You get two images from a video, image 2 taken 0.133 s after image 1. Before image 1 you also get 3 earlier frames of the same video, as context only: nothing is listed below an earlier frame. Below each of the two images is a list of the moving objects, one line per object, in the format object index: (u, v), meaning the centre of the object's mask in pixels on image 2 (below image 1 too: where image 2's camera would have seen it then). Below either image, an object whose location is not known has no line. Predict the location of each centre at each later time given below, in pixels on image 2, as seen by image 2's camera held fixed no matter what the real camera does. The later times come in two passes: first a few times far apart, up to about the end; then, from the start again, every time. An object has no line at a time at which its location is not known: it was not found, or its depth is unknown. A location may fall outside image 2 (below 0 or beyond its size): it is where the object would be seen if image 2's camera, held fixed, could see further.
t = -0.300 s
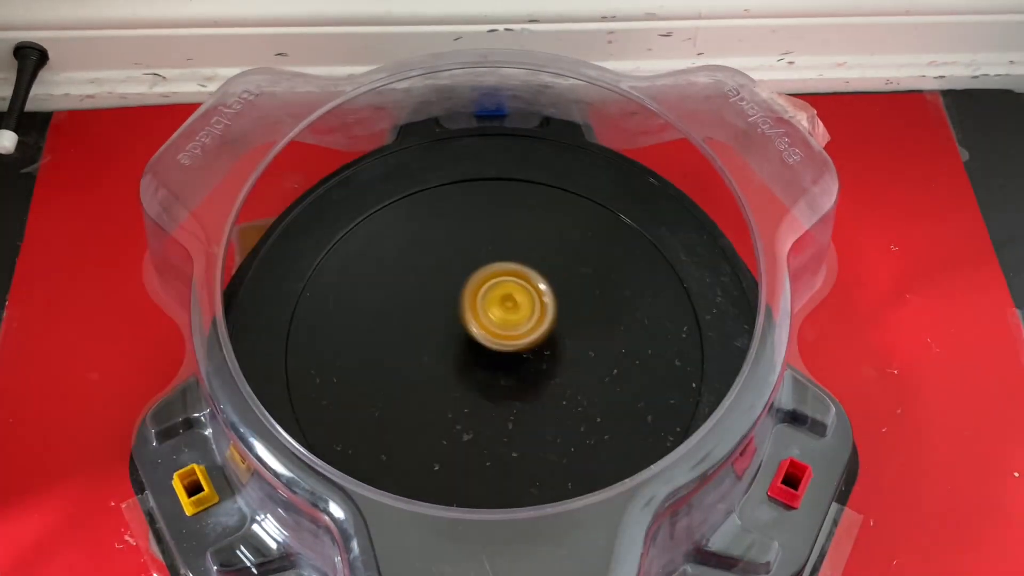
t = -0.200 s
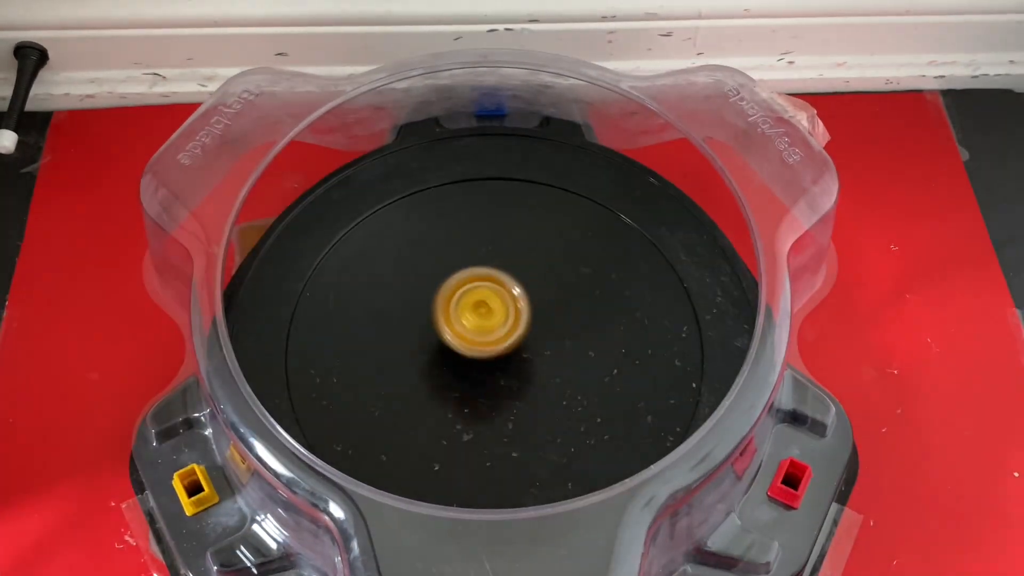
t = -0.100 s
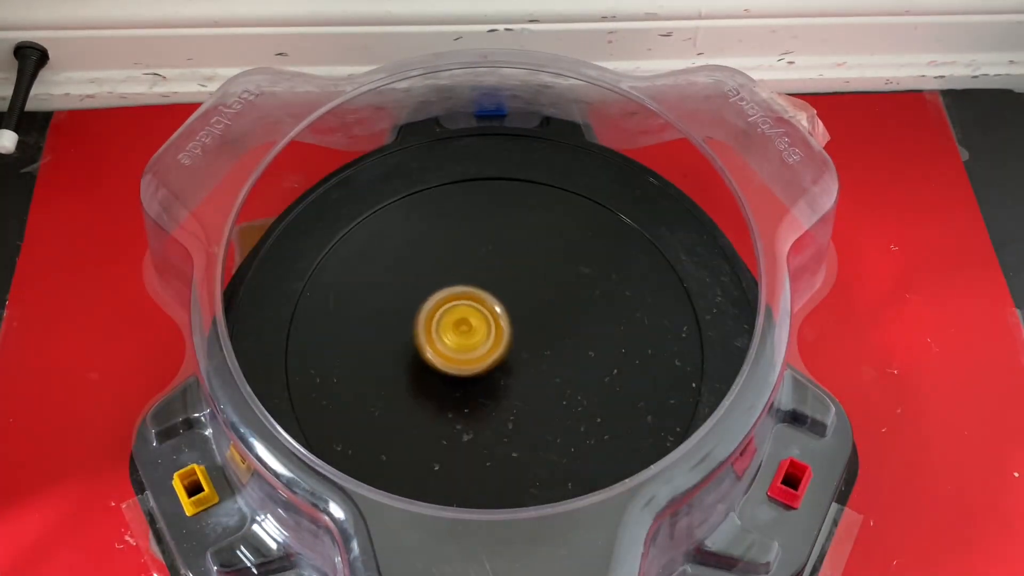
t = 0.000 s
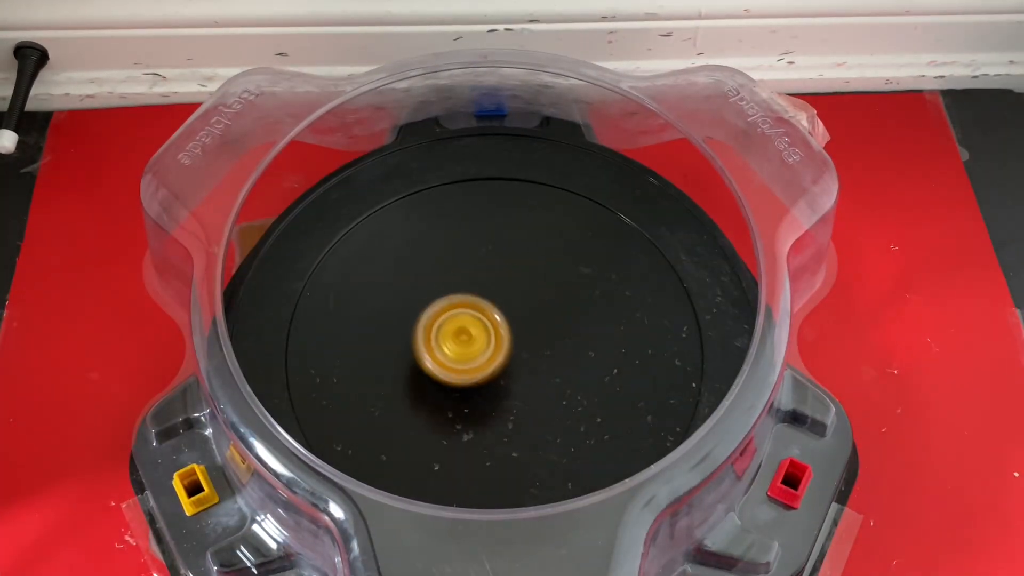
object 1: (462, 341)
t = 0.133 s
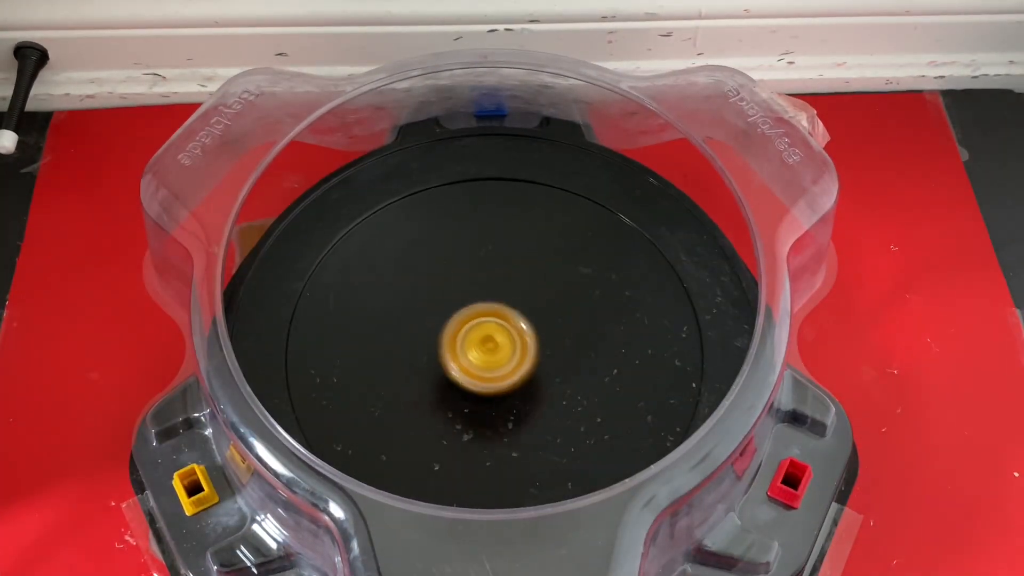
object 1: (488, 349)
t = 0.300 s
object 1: (534, 340)
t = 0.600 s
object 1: (529, 297)
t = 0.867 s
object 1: (451, 319)
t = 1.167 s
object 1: (505, 397)
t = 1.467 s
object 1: (602, 340)
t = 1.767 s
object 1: (491, 267)
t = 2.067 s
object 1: (407, 378)
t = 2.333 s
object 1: (550, 446)
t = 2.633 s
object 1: (622, 280)
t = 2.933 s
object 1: (405, 242)
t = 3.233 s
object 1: (381, 453)
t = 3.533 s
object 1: (703, 337)
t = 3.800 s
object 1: (579, 214)
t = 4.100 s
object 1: (350, 440)
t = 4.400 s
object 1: (536, 509)
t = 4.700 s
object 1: (614, 214)
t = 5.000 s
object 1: (329, 258)
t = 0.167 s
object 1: (498, 349)
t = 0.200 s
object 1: (508, 347)
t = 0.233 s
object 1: (516, 343)
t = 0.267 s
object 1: (525, 343)
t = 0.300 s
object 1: (534, 340)
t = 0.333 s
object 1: (541, 337)
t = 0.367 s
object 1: (547, 328)
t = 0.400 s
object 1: (551, 327)
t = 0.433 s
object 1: (551, 316)
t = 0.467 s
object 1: (550, 314)
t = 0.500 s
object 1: (547, 308)
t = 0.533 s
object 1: (543, 301)
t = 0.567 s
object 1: (538, 302)
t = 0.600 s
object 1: (529, 297)
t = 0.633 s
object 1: (519, 294)
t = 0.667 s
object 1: (509, 298)
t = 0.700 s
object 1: (498, 295)
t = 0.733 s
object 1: (488, 299)
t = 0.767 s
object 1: (476, 302)
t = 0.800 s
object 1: (465, 306)
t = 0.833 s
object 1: (457, 312)
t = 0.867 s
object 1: (451, 319)
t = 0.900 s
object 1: (447, 327)
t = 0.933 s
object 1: (444, 337)
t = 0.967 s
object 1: (446, 348)
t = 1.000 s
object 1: (451, 356)
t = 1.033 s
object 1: (456, 368)
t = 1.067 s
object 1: (465, 379)
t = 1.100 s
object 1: (478, 387)
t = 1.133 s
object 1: (492, 393)
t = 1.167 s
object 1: (505, 397)
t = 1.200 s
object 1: (521, 398)
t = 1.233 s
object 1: (538, 395)
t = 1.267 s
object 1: (552, 397)
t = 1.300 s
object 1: (567, 393)
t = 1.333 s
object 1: (580, 382)
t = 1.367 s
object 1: (588, 375)
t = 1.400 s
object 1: (595, 364)
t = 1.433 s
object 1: (601, 354)
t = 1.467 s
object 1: (602, 340)
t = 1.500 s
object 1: (601, 327)
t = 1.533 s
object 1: (597, 312)
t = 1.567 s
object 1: (588, 300)
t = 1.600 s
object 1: (578, 287)
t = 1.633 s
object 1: (562, 278)
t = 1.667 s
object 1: (546, 272)
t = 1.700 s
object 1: (529, 266)
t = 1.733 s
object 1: (509, 265)
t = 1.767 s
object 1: (491, 267)
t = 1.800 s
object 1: (474, 267)
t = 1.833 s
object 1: (458, 277)
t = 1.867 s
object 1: (445, 280)
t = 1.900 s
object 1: (431, 293)
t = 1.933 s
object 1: (421, 308)
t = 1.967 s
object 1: (412, 323)
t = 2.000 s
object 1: (406, 342)
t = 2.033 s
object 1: (404, 358)
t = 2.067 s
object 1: (407, 378)
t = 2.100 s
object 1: (414, 395)
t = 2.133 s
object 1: (423, 412)
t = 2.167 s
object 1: (440, 423)
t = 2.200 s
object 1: (456, 437)
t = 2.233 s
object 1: (480, 444)
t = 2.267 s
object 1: (500, 451)
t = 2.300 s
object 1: (528, 447)
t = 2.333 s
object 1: (550, 446)
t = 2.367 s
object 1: (575, 435)
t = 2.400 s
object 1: (594, 426)
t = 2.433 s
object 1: (613, 404)
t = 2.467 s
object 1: (625, 387)
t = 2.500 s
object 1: (635, 366)
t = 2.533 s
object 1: (637, 341)
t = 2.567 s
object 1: (638, 323)
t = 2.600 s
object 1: (633, 302)
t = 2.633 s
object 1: (622, 280)
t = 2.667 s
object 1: (609, 263)
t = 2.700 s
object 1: (589, 247)
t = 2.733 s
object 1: (569, 234)
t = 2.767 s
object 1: (542, 224)
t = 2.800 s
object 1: (516, 220)
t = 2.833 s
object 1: (489, 219)
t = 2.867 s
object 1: (459, 222)
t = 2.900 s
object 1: (433, 229)
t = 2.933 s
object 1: (405, 242)
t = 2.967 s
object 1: (381, 254)
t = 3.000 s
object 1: (359, 277)
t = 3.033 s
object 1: (340, 299)
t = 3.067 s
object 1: (328, 328)
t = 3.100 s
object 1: (318, 359)
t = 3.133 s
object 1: (319, 386)
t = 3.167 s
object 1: (330, 414)
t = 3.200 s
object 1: (348, 438)
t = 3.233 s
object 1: (381, 453)
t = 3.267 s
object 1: (414, 485)
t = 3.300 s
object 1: (458, 497)
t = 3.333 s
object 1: (505, 499)
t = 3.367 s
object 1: (553, 500)
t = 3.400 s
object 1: (596, 469)
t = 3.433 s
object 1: (634, 447)
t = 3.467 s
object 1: (670, 413)
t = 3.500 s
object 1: (689, 376)
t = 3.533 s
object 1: (703, 337)
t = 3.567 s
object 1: (706, 295)
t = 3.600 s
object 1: (702, 257)
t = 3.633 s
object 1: (692, 221)
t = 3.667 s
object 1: (677, 190)
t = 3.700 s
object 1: (653, 160)
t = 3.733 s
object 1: (632, 169)
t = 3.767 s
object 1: (606, 190)
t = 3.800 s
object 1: (579, 214)
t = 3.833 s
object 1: (546, 242)
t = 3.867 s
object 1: (509, 269)
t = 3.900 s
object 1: (474, 300)
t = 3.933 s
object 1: (441, 328)
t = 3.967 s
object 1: (407, 363)
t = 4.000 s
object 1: (377, 394)
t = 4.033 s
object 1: (354, 420)
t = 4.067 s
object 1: (344, 437)
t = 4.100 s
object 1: (350, 440)
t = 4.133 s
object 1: (359, 448)
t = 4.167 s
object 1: (372, 461)
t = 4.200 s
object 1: (390, 478)
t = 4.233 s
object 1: (399, 516)
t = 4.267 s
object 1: (417, 527)
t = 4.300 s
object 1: (444, 527)
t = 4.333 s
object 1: (472, 527)
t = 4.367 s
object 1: (504, 523)
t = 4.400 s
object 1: (536, 509)
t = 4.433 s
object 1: (566, 497)
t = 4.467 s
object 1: (589, 463)
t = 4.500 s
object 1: (609, 429)
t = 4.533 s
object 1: (624, 393)
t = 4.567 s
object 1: (633, 355)
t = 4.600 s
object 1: (636, 315)
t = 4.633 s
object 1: (634, 279)
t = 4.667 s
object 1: (626, 243)
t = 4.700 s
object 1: (614, 214)
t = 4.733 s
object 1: (596, 188)
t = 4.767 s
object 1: (568, 172)
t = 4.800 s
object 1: (539, 164)
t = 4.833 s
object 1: (504, 162)
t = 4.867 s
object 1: (468, 169)
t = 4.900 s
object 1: (432, 183)
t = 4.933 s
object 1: (396, 203)
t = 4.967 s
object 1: (361, 228)
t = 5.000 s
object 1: (329, 258)
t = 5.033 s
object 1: (303, 293)
